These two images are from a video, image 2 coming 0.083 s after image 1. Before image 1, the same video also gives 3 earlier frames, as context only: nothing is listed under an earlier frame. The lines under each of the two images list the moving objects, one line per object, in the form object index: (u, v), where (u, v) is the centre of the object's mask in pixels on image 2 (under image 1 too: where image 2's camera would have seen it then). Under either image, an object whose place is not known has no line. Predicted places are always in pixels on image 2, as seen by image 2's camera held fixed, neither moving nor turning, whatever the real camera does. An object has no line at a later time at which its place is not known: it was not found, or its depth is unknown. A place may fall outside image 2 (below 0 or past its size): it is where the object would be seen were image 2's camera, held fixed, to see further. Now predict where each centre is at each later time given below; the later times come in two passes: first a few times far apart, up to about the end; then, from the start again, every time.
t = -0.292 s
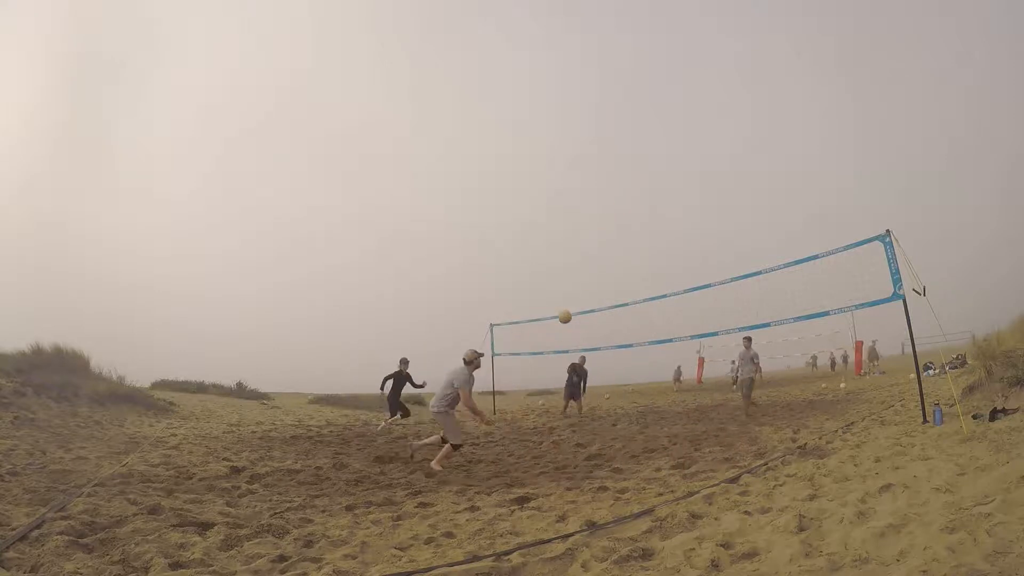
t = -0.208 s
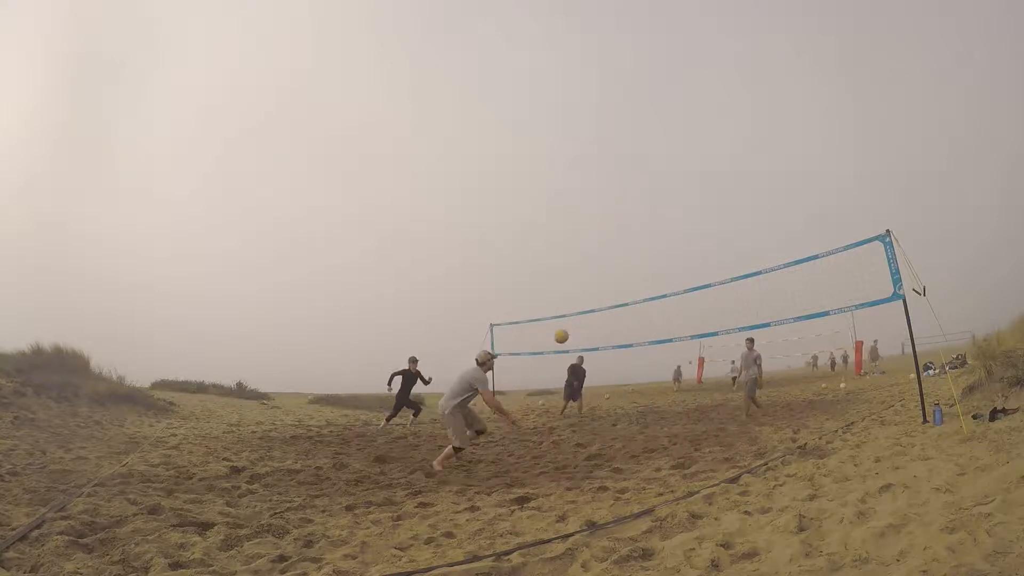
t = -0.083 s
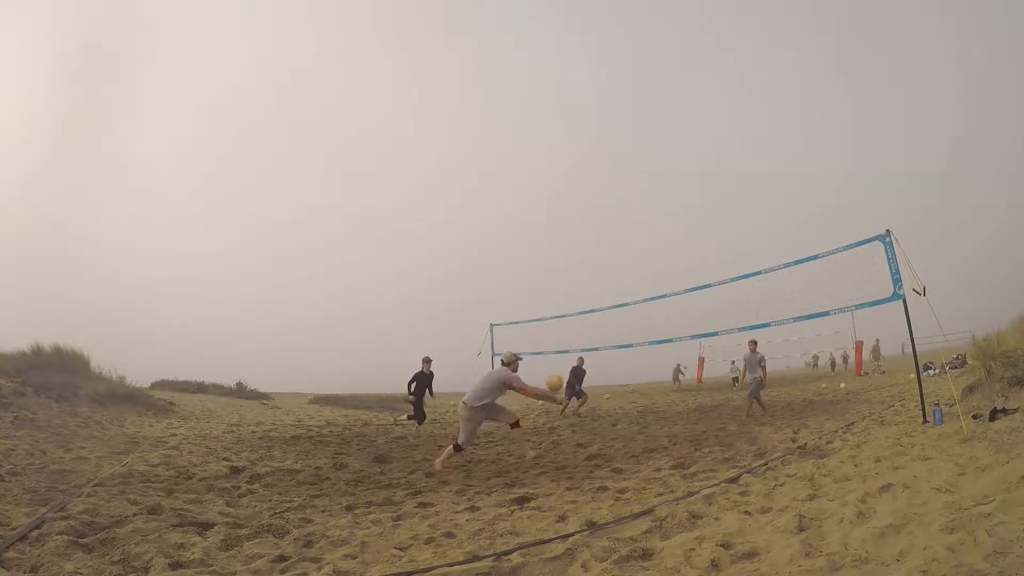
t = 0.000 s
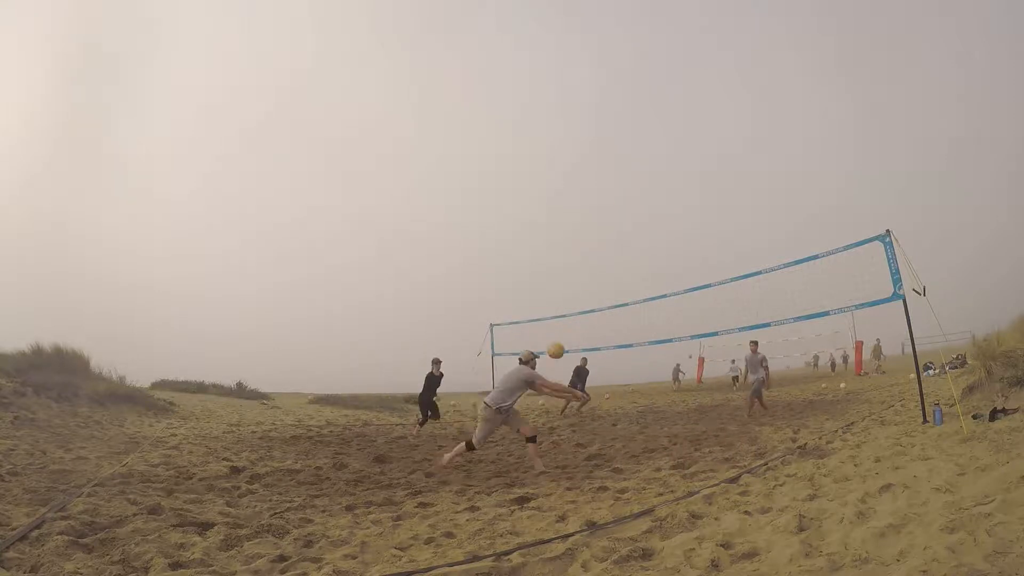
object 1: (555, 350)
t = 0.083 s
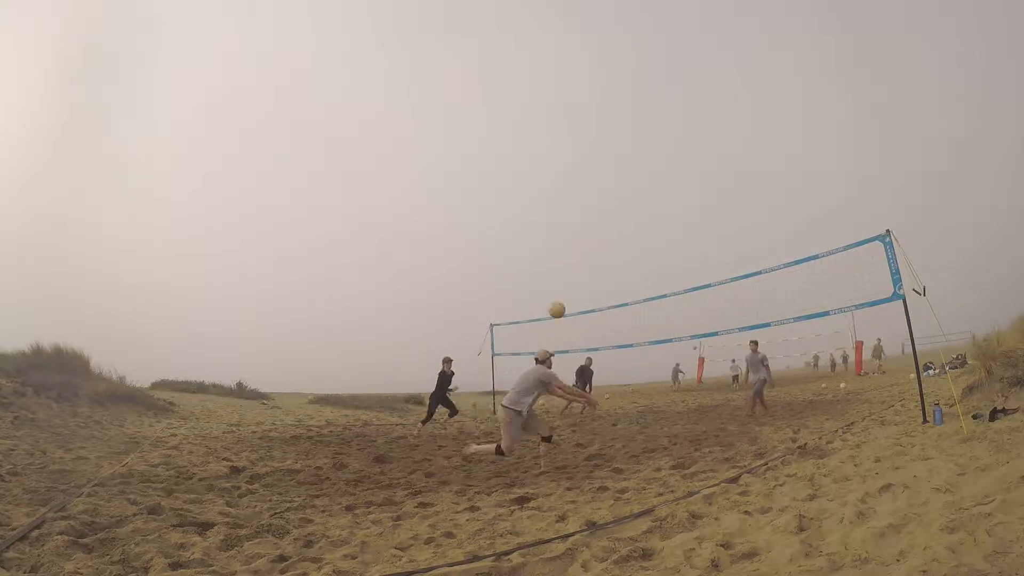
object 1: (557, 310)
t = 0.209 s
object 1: (558, 262)
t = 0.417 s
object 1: (558, 212)
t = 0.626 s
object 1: (559, 194)
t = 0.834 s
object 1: (561, 204)
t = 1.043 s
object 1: (563, 240)
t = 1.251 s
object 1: (566, 305)
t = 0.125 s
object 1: (557, 292)
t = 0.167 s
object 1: (558, 276)
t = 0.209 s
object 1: (558, 262)
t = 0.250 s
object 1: (558, 249)
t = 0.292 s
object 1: (558, 238)
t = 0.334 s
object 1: (558, 228)
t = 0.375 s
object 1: (558, 219)
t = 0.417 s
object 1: (558, 212)
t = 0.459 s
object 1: (559, 206)
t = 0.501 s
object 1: (559, 202)
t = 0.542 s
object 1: (559, 198)
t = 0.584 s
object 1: (559, 195)
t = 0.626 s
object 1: (559, 194)
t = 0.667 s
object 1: (560, 194)
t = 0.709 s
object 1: (560, 195)
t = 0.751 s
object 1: (560, 196)
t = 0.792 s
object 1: (560, 200)
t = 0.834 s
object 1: (561, 204)
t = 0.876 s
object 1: (561, 209)
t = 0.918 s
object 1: (562, 215)
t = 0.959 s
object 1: (562, 222)
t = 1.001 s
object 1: (562, 231)
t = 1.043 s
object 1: (563, 240)
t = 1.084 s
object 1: (563, 251)
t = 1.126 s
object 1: (564, 263)
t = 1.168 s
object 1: (565, 276)
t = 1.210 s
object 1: (565, 290)
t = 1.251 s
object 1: (566, 305)
